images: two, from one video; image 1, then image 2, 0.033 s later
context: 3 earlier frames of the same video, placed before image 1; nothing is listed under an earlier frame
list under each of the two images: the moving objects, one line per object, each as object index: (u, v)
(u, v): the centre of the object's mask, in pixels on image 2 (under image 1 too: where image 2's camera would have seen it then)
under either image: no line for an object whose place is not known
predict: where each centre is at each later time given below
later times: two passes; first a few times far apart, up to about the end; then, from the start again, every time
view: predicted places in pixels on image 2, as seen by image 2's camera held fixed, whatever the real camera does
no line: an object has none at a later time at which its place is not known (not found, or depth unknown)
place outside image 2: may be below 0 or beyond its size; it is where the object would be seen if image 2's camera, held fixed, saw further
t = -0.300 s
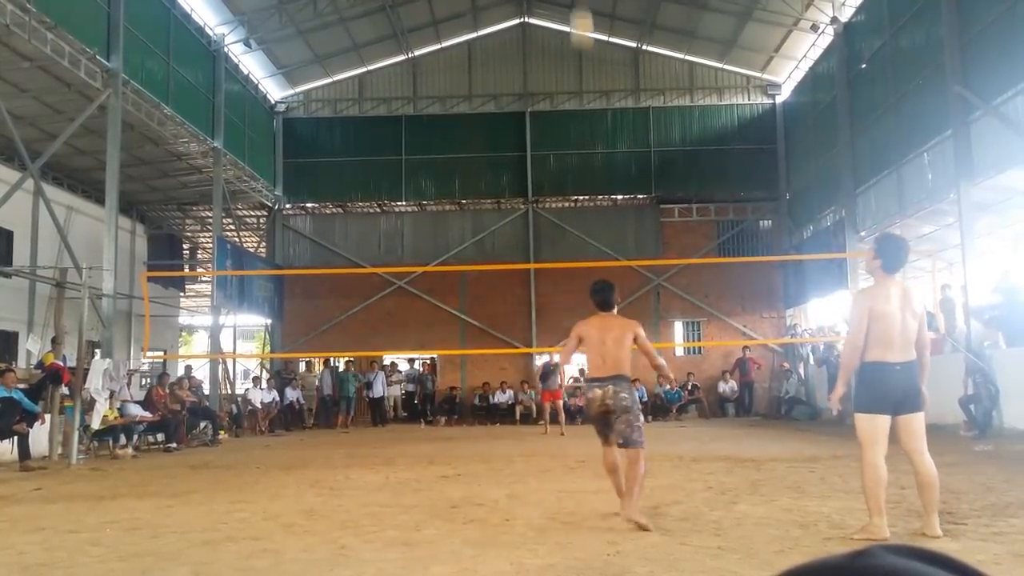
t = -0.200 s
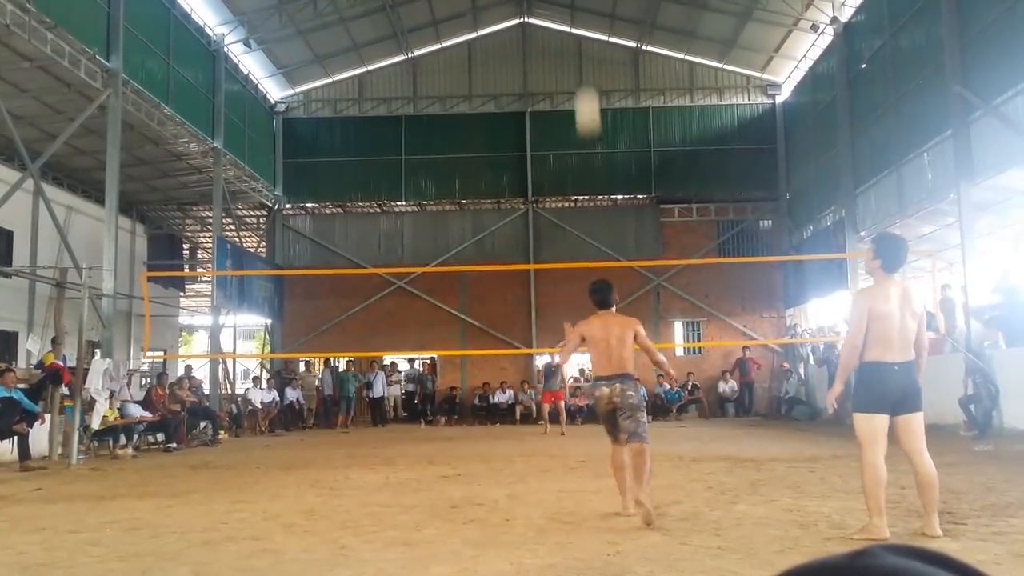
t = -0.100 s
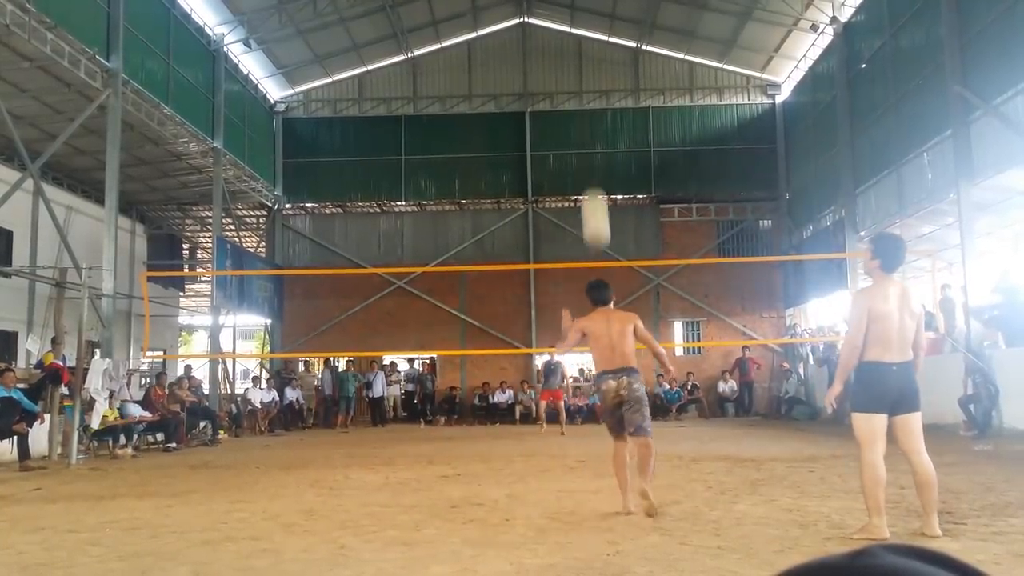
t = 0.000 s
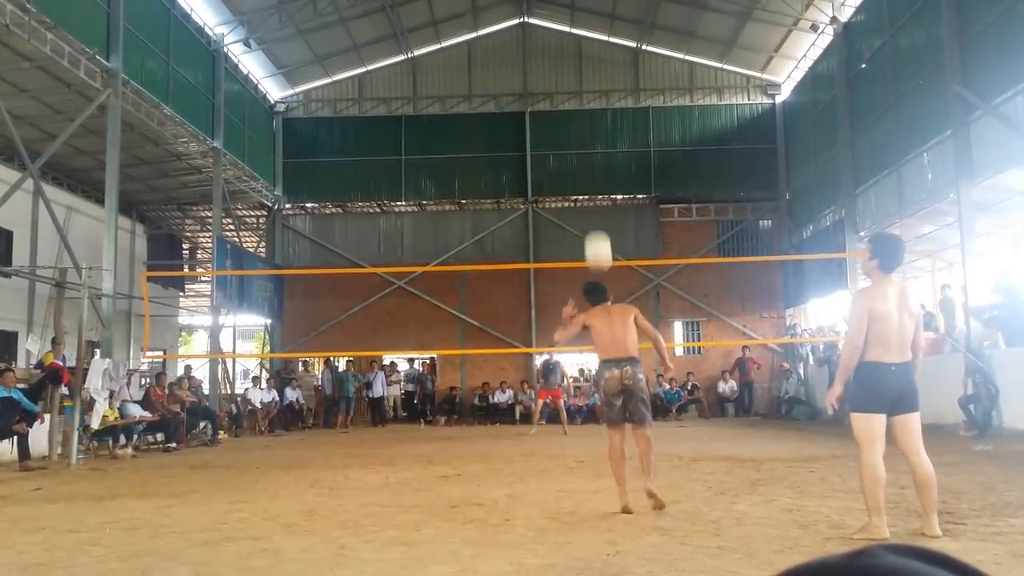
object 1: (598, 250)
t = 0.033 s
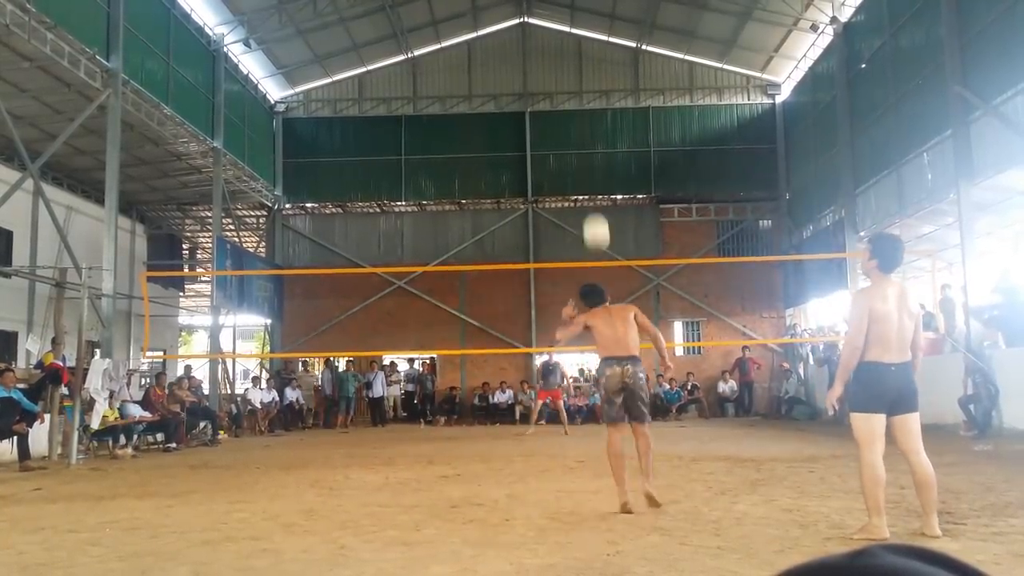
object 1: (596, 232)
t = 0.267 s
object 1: (589, 159)
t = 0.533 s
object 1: (589, 151)
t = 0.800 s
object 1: (593, 189)
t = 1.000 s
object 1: (597, 236)
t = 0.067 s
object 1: (595, 215)
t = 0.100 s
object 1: (594, 201)
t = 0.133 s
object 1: (593, 189)
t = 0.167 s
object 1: (592, 179)
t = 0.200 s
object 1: (591, 171)
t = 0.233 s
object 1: (590, 164)
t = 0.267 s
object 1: (589, 159)
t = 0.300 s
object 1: (589, 154)
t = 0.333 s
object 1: (589, 151)
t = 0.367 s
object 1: (588, 149)
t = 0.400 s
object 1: (588, 147)
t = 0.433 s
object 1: (589, 147)
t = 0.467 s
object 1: (589, 148)
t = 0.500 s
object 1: (589, 149)
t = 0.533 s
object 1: (589, 151)
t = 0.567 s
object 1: (590, 154)
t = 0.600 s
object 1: (590, 157)
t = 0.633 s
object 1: (591, 161)
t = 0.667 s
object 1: (591, 166)
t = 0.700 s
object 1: (592, 171)
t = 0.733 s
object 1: (592, 176)
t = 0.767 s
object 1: (593, 183)
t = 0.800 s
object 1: (593, 189)
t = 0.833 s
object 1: (595, 196)
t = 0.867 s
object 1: (595, 204)
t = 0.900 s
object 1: (596, 212)
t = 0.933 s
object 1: (596, 219)
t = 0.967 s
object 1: (597, 228)
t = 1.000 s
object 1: (597, 236)
